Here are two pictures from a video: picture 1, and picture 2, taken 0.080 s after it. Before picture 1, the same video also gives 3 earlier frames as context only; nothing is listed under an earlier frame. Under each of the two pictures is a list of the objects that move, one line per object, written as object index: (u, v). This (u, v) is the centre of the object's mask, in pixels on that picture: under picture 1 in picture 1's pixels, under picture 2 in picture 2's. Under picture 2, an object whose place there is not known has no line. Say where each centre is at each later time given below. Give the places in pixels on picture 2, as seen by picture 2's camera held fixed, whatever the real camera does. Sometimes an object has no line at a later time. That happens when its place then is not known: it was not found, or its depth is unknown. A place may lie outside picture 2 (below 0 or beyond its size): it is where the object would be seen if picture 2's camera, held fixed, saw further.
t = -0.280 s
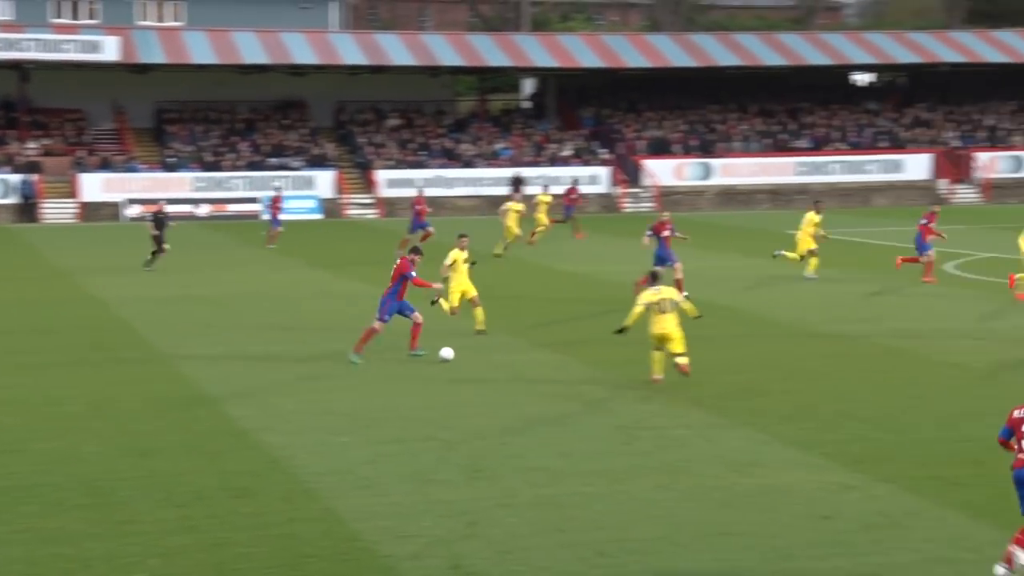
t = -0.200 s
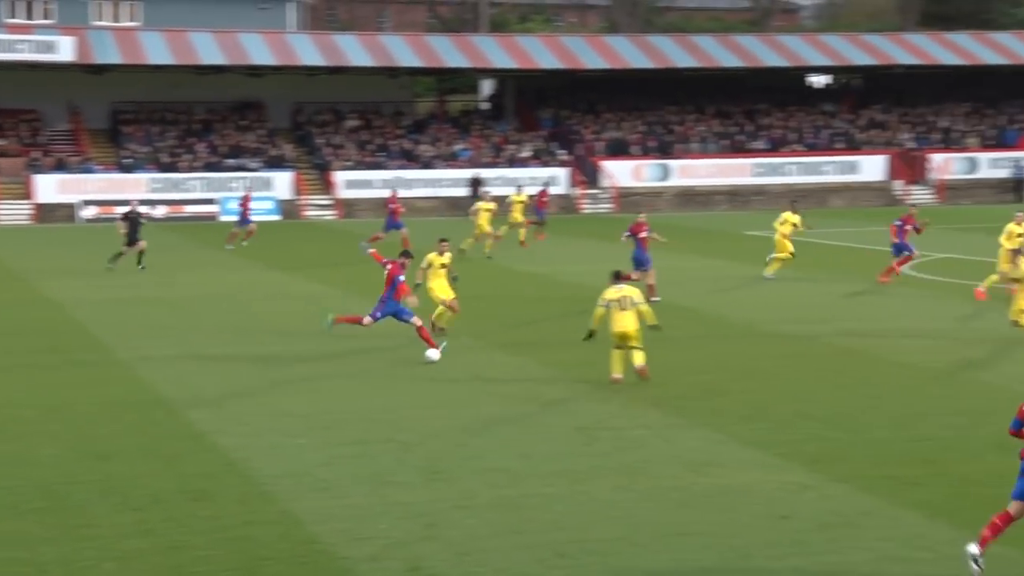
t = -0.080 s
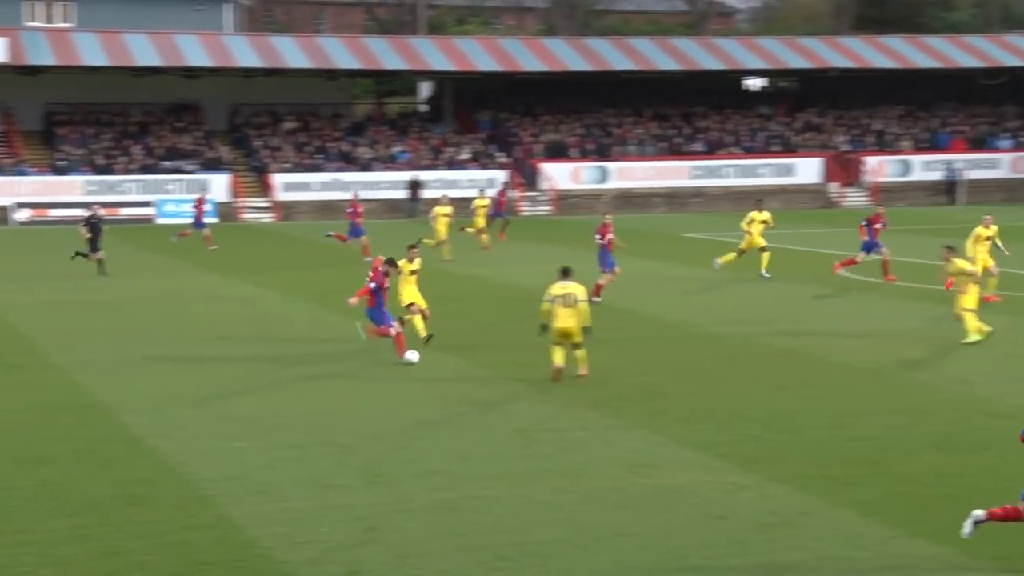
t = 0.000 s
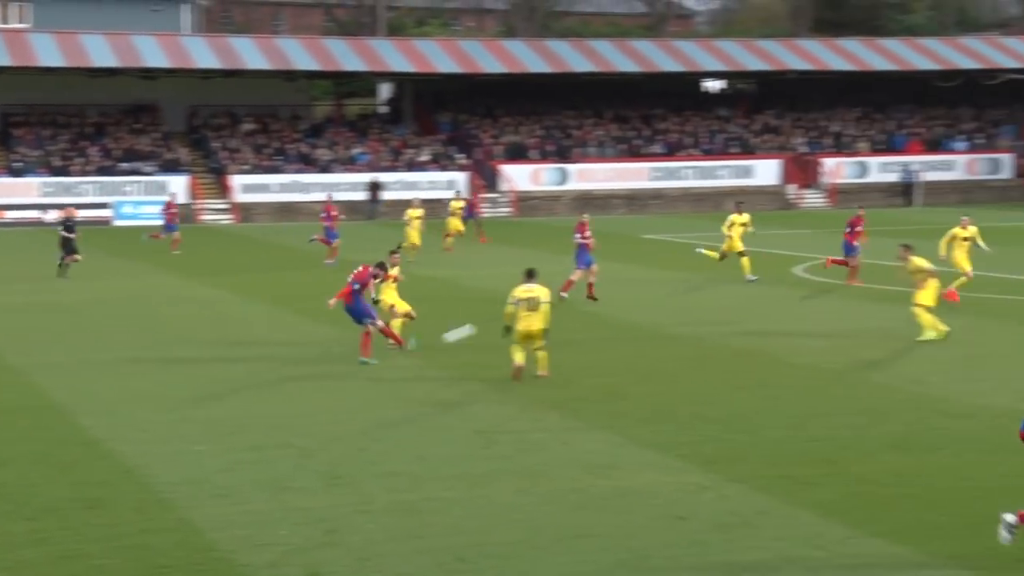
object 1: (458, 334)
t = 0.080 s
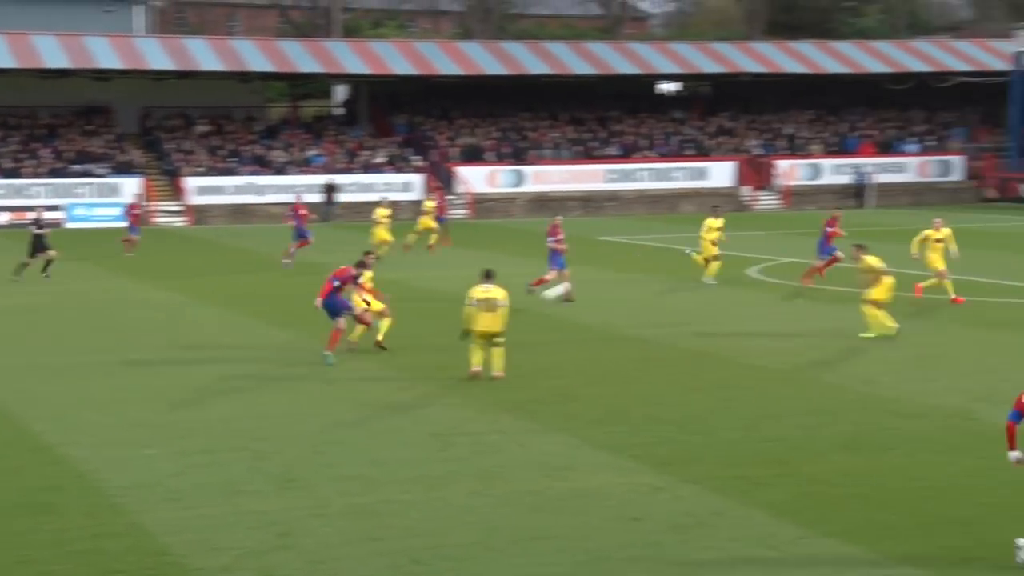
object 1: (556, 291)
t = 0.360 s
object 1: (968, 171)
